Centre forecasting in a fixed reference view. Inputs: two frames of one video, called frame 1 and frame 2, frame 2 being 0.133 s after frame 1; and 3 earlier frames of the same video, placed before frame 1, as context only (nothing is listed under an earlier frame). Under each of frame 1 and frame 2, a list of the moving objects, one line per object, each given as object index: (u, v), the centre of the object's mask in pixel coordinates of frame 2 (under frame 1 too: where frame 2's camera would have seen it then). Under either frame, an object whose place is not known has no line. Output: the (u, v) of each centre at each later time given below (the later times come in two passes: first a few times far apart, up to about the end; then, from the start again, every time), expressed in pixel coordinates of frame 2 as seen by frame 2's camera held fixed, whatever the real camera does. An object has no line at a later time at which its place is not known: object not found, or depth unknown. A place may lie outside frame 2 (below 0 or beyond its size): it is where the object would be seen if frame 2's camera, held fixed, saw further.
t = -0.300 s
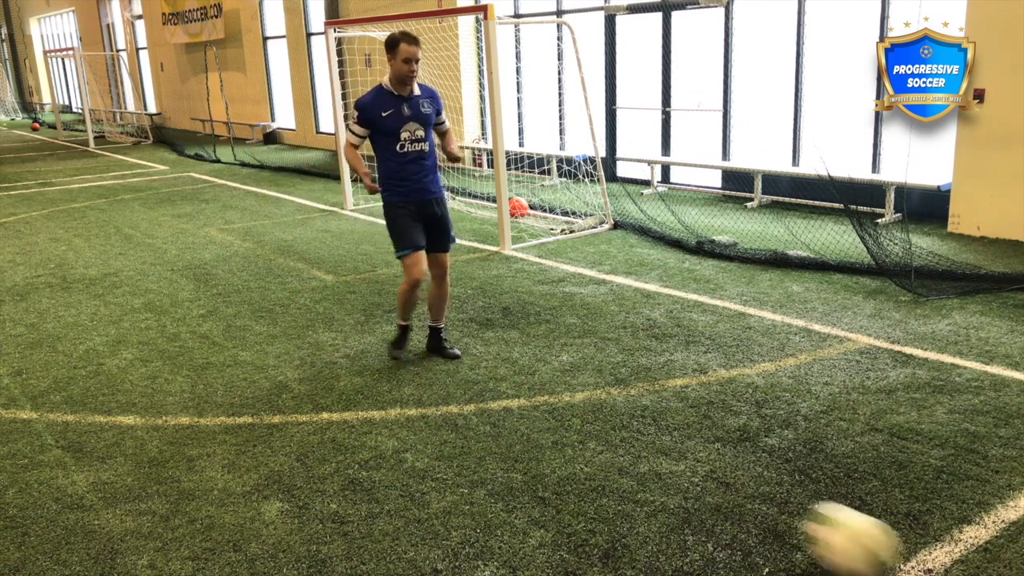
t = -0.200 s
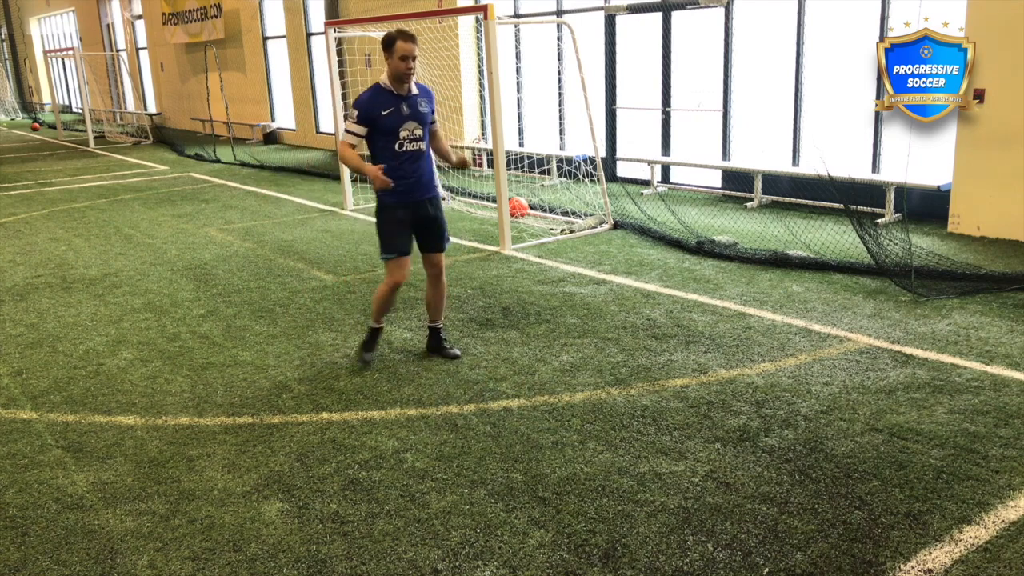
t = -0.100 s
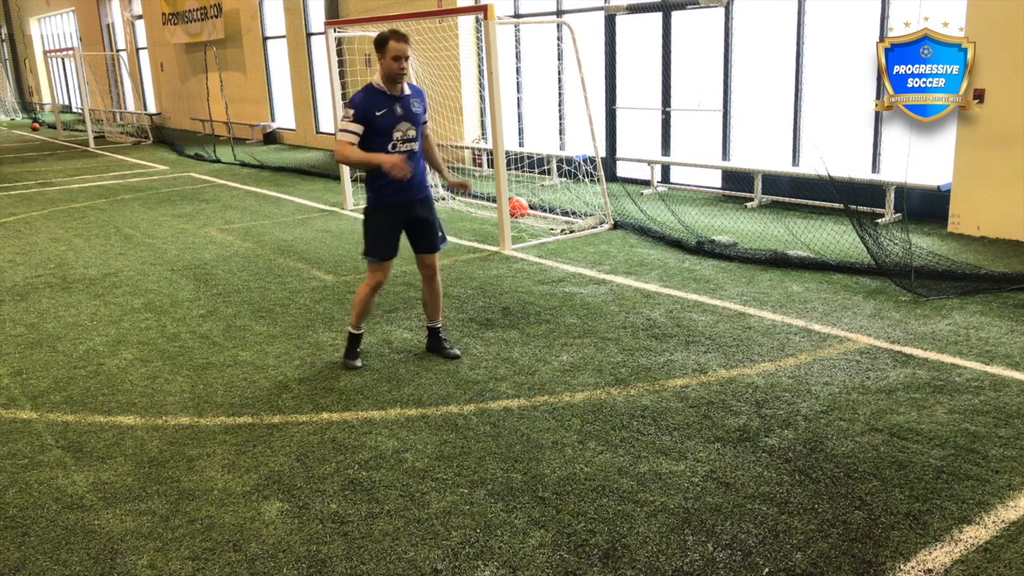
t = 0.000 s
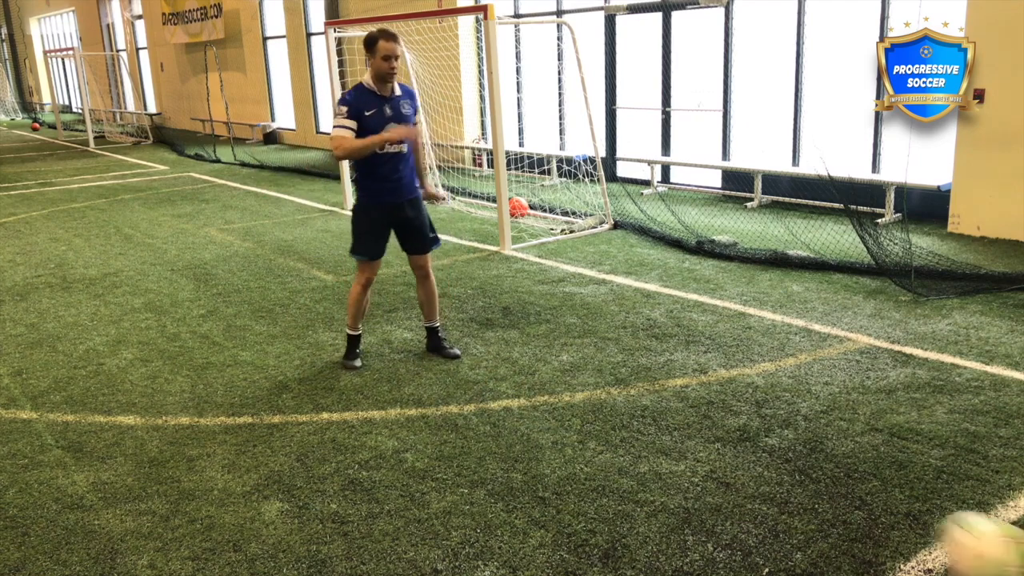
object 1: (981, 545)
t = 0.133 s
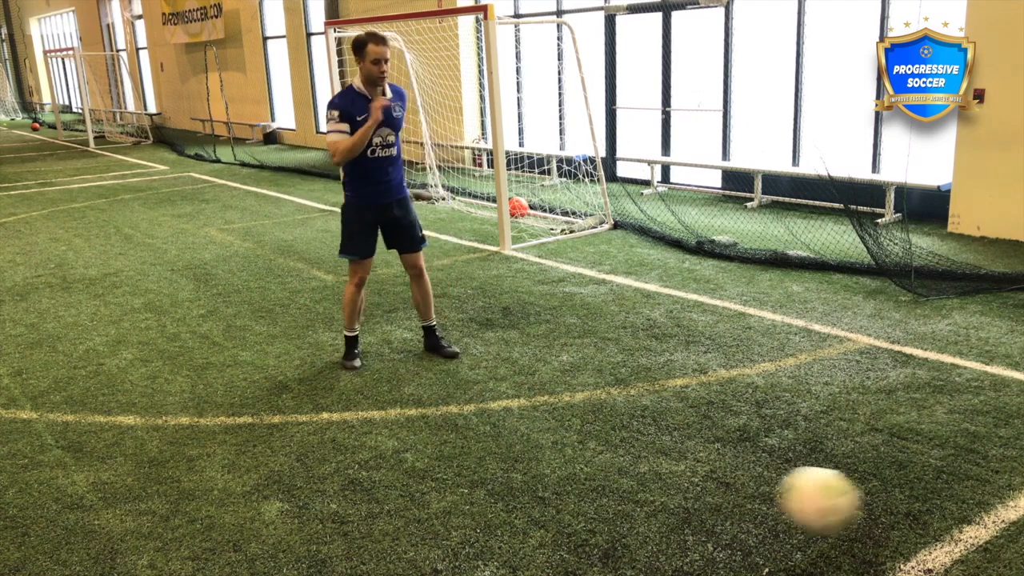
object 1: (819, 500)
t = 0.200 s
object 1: (751, 495)
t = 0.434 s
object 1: (654, 438)
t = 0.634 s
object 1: (599, 423)
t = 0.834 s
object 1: (557, 410)
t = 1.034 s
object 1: (520, 398)
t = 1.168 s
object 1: (498, 388)
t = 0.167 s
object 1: (784, 495)
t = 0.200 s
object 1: (751, 495)
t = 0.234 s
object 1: (726, 489)
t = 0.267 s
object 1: (714, 474)
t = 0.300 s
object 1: (701, 460)
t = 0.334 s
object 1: (689, 451)
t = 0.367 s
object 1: (677, 443)
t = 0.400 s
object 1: (665, 440)
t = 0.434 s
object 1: (654, 438)
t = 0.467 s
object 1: (643, 438)
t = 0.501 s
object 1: (632, 442)
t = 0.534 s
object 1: (622, 445)
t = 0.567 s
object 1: (614, 436)
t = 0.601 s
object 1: (607, 428)
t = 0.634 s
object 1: (599, 423)
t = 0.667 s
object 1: (593, 420)
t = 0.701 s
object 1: (585, 419)
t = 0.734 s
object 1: (578, 420)
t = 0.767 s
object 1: (571, 423)
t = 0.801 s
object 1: (564, 416)
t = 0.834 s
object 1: (557, 410)
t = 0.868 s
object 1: (550, 407)
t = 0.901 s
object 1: (543, 406)
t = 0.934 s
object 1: (538, 406)
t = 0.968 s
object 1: (532, 402)
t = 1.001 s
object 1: (526, 400)
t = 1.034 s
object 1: (520, 398)
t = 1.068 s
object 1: (515, 396)
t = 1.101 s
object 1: (509, 394)
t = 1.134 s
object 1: (504, 391)
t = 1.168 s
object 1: (498, 388)
